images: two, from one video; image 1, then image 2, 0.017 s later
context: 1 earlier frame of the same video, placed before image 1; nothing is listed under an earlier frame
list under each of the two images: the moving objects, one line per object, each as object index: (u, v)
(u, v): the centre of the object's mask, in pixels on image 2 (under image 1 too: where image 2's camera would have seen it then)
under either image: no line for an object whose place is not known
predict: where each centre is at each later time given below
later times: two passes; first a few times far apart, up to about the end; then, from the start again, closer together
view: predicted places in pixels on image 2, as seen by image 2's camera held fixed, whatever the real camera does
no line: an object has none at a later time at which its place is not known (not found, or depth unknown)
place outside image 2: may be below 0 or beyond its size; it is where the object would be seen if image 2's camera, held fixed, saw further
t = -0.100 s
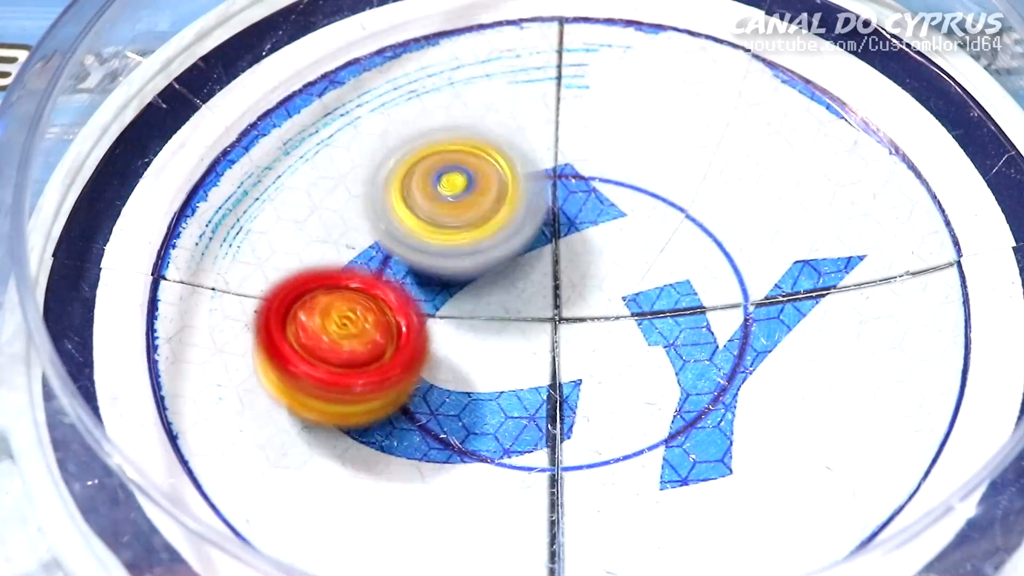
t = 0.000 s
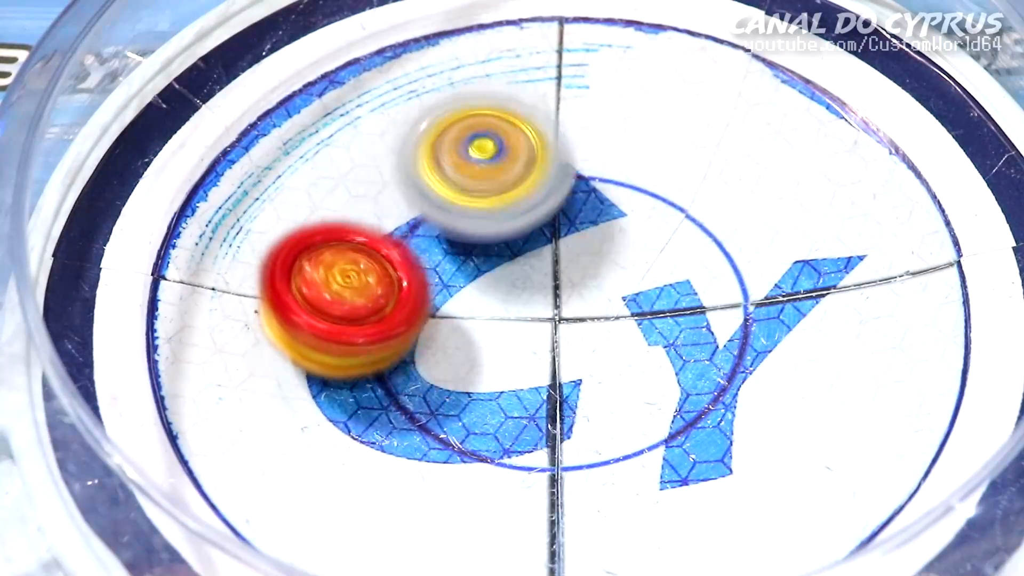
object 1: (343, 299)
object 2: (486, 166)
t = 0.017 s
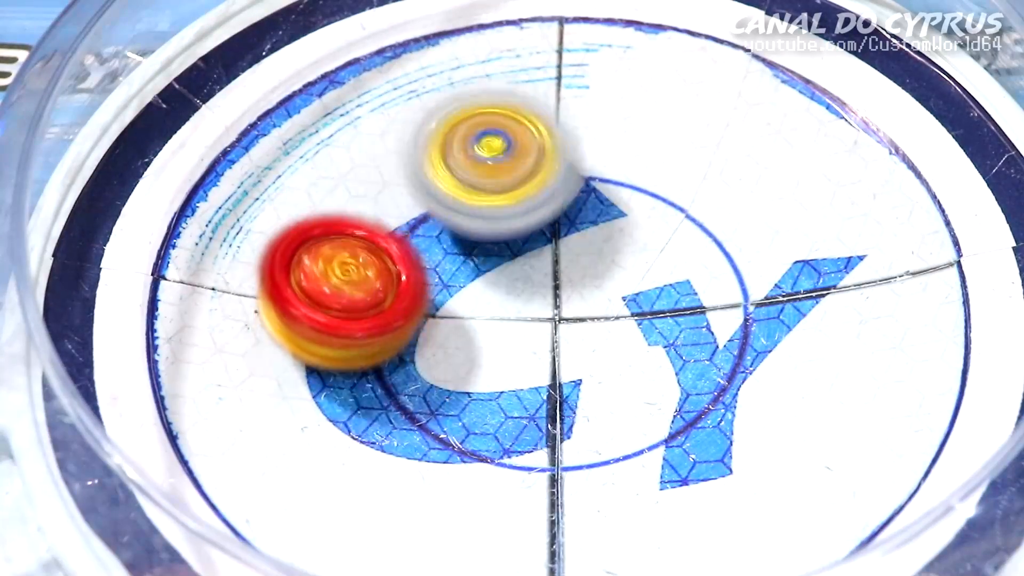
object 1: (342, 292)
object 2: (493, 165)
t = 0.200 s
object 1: (318, 229)
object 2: (588, 197)
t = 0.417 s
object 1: (327, 219)
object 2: (581, 320)
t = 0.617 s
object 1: (401, 179)
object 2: (479, 367)
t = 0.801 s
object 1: (456, 170)
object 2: (409, 322)
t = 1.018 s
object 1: (549, 126)
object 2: (446, 272)
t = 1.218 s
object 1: (622, 97)
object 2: (578, 298)
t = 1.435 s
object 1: (628, 113)
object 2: (629, 368)
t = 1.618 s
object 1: (673, 157)
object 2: (585, 373)
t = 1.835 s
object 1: (736, 210)
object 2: (568, 277)
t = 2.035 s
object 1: (771, 244)
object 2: (585, 217)
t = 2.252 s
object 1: (762, 282)
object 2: (578, 166)
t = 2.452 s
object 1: (703, 314)
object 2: (576, 198)
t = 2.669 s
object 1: (648, 411)
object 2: (483, 218)
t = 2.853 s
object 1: (620, 460)
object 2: (436, 219)
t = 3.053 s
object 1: (586, 458)
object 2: (458, 243)
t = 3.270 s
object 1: (536, 529)
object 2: (473, 175)
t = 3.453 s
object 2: (533, 105)
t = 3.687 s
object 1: (546, 415)
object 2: (633, 114)
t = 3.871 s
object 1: (470, 360)
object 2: (627, 229)
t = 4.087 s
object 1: (342, 316)
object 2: (612, 326)
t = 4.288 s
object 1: (345, 307)
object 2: (569, 395)
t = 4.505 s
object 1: (376, 241)
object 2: (632, 422)
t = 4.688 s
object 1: (429, 199)
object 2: (675, 404)
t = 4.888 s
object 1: (498, 165)
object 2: (666, 329)
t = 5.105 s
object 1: (560, 133)
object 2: (662, 286)
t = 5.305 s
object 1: (616, 142)
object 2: (635, 293)
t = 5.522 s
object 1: (679, 170)
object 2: (537, 287)
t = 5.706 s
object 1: (707, 215)
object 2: (482, 256)
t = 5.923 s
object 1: (706, 284)
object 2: (477, 219)
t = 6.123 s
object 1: (669, 346)
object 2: (525, 242)
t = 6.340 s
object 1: (624, 406)
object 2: (516, 267)
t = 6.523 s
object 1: (565, 426)
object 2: (506, 268)
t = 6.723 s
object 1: (493, 424)
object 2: (520, 236)
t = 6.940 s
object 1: (435, 376)
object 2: (545, 242)
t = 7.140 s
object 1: (367, 317)
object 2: (643, 233)
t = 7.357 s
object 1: (390, 256)
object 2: (713, 241)
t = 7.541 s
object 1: (437, 213)
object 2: (683, 269)
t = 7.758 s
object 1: (481, 155)
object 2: (614, 306)
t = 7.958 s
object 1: (530, 163)
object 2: (568, 365)
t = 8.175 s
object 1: (611, 200)
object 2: (509, 354)
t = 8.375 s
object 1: (678, 250)
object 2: (490, 292)
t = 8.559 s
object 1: (702, 305)
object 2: (518, 239)
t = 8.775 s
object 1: (673, 352)
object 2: (567, 207)
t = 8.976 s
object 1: (610, 385)
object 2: (600, 219)
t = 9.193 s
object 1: (507, 392)
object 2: (626, 248)
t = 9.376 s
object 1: (438, 364)
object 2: (607, 268)
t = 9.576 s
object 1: (367, 314)
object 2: (611, 252)
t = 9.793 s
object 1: (379, 258)
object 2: (642, 240)
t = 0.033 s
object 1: (340, 284)
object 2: (502, 161)
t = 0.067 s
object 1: (337, 270)
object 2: (521, 160)
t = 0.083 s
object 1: (334, 264)
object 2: (531, 160)
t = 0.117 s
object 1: (330, 253)
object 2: (551, 166)
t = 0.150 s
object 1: (325, 243)
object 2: (567, 175)
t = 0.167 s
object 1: (322, 237)
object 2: (575, 181)
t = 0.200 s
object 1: (318, 229)
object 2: (588, 197)
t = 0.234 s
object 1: (315, 225)
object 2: (598, 215)
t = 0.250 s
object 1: (315, 224)
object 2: (600, 224)
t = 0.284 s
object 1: (316, 223)
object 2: (605, 243)
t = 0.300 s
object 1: (317, 223)
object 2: (604, 253)
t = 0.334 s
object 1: (318, 222)
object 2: (602, 277)
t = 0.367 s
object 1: (320, 222)
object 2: (597, 296)
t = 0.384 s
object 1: (322, 222)
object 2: (593, 304)
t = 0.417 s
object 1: (327, 219)
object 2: (581, 320)
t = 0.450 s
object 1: (335, 214)
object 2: (567, 335)
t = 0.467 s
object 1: (341, 211)
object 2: (561, 342)
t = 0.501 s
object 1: (352, 205)
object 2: (546, 350)
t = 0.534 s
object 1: (364, 199)
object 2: (525, 356)
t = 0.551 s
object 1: (372, 195)
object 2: (513, 360)
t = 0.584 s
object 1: (387, 187)
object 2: (496, 364)
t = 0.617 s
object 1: (401, 179)
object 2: (479, 367)
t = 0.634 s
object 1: (408, 177)
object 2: (469, 367)
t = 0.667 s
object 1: (419, 173)
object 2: (456, 362)
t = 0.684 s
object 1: (424, 172)
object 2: (450, 359)
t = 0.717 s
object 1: (435, 172)
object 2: (429, 353)
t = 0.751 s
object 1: (444, 172)
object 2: (418, 342)
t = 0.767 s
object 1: (448, 172)
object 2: (413, 336)
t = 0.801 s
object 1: (456, 170)
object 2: (409, 322)
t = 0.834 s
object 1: (464, 165)
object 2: (408, 308)
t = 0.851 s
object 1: (469, 161)
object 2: (408, 298)
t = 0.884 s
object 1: (486, 151)
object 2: (408, 292)
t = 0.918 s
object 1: (505, 143)
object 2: (410, 286)
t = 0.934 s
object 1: (513, 140)
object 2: (413, 284)
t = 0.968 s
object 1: (527, 134)
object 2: (425, 276)
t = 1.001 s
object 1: (541, 129)
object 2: (439, 273)
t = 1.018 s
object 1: (549, 126)
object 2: (446, 272)
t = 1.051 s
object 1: (565, 122)
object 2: (466, 271)
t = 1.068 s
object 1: (574, 121)
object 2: (478, 272)
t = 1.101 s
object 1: (591, 117)
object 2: (499, 273)
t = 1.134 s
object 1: (604, 111)
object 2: (526, 280)
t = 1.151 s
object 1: (610, 108)
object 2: (536, 284)
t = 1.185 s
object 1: (616, 103)
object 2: (558, 291)
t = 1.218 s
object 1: (622, 97)
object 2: (578, 298)
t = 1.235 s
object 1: (625, 94)
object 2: (587, 302)
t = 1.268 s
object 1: (630, 89)
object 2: (600, 310)
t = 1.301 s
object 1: (632, 89)
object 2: (610, 322)
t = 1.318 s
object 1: (632, 90)
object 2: (616, 329)
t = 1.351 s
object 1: (631, 95)
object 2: (624, 341)
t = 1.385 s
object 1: (630, 103)
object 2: (629, 354)
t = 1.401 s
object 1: (629, 107)
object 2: (629, 359)
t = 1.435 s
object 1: (628, 113)
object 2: (629, 368)
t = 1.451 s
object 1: (628, 117)
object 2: (629, 372)
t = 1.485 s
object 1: (634, 125)
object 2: (623, 378)
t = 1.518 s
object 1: (646, 135)
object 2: (616, 382)
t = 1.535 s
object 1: (652, 139)
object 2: (609, 383)
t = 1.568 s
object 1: (662, 147)
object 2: (599, 381)
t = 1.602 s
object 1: (669, 154)
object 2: (588, 377)
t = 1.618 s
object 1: (673, 157)
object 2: (585, 373)
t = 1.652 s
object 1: (684, 163)
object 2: (576, 364)
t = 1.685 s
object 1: (695, 171)
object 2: (567, 350)
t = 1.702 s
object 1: (702, 176)
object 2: (563, 341)
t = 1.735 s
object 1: (714, 187)
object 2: (559, 324)
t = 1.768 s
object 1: (723, 196)
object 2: (561, 307)
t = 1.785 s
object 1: (726, 201)
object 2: (563, 299)
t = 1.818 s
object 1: (732, 208)
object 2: (568, 283)
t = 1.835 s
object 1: (736, 210)
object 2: (568, 277)
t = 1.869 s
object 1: (748, 214)
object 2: (566, 266)
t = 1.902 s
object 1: (760, 220)
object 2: (566, 253)
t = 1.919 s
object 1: (765, 224)
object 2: (567, 249)
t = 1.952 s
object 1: (771, 232)
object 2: (570, 239)
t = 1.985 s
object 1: (773, 238)
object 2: (576, 230)
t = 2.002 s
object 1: (773, 240)
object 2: (579, 224)
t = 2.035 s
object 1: (771, 244)
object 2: (585, 217)
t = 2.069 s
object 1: (775, 250)
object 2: (587, 208)
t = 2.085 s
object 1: (778, 256)
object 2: (584, 203)
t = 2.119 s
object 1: (780, 268)
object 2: (580, 191)
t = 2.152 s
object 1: (777, 277)
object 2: (576, 182)
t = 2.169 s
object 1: (775, 279)
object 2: (577, 179)
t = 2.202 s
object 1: (769, 281)
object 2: (577, 172)
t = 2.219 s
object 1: (767, 282)
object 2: (577, 170)
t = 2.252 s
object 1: (762, 282)
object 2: (578, 166)
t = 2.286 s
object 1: (755, 284)
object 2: (581, 164)
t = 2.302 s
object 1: (752, 285)
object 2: (584, 165)
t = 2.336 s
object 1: (745, 289)
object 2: (589, 170)
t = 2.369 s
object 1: (735, 294)
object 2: (588, 177)
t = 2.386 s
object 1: (729, 298)
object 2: (585, 181)
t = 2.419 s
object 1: (716, 306)
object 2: (582, 188)
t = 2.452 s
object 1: (703, 314)
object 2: (576, 198)
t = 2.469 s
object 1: (695, 319)
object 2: (574, 203)
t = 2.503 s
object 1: (688, 333)
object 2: (563, 209)
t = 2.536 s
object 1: (682, 359)
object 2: (546, 209)
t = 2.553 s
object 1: (674, 371)
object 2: (538, 208)
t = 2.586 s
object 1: (662, 388)
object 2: (522, 210)
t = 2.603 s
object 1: (658, 393)
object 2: (514, 213)
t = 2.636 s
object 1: (651, 403)
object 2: (498, 215)
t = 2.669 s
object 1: (648, 411)
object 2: (483, 218)
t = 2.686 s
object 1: (646, 418)
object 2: (478, 218)
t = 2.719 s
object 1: (639, 430)
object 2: (467, 220)
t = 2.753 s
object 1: (632, 442)
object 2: (455, 222)
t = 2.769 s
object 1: (629, 446)
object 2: (449, 221)
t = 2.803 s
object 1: (625, 453)
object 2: (441, 220)
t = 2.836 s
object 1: (621, 458)
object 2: (434, 219)
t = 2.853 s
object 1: (620, 460)
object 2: (436, 219)
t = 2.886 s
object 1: (617, 464)
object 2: (434, 218)
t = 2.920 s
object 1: (612, 467)
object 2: (436, 220)
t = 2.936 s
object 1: (610, 467)
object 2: (438, 221)
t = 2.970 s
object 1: (604, 466)
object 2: (445, 226)
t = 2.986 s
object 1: (601, 465)
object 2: (447, 228)
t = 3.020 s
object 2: (452, 234)
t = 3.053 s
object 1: (586, 458)
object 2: (458, 243)
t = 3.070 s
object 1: (581, 456)
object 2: (463, 249)
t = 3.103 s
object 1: (573, 452)
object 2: (469, 261)
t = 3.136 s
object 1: (562, 445)
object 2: (473, 270)
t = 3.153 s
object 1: (553, 441)
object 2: (478, 277)
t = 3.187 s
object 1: (542, 458)
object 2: (478, 278)
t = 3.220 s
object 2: (470, 226)
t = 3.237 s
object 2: (469, 205)
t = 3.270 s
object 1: (536, 529)
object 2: (473, 175)
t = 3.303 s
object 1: (540, 533)
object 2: (476, 153)
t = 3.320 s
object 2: (476, 145)
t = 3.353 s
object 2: (486, 133)
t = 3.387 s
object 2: (500, 122)
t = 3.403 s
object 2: (510, 119)
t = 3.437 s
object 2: (524, 110)
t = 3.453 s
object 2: (533, 105)
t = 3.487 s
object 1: (591, 500)
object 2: (547, 97)
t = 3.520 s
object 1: (589, 488)
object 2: (563, 89)
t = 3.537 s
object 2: (568, 85)
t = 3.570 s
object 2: (581, 80)
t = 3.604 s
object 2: (598, 83)
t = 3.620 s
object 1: (570, 446)
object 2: (604, 88)
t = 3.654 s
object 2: (620, 99)
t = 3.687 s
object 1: (546, 415)
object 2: (633, 114)
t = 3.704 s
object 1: (539, 409)
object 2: (637, 124)
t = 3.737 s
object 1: (526, 397)
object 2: (640, 139)
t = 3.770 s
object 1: (513, 388)
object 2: (639, 162)
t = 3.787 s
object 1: (507, 384)
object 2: (644, 173)
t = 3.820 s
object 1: (495, 376)
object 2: (637, 197)
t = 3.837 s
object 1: (487, 372)
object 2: (634, 207)
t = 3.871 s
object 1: (470, 360)
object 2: (627, 229)
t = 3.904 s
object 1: (452, 345)
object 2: (618, 252)
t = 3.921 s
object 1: (445, 336)
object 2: (612, 265)
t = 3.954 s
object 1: (403, 330)
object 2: (617, 278)
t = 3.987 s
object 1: (371, 324)
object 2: (624, 286)
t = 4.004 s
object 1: (361, 322)
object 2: (625, 291)
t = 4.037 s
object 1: (347, 317)
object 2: (622, 304)
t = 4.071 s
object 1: (342, 316)
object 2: (614, 318)
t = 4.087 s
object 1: (342, 316)
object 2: (612, 326)
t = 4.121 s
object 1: (344, 319)
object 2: (602, 339)
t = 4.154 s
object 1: (347, 321)
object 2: (588, 351)
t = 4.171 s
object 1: (349, 323)
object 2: (581, 356)
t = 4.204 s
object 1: (354, 324)
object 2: (562, 365)
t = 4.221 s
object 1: (357, 324)
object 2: (557, 369)
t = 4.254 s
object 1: (358, 323)
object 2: (546, 373)
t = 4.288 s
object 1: (345, 307)
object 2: (569, 395)
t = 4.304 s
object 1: (343, 300)
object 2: (576, 400)
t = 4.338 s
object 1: (346, 289)
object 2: (586, 407)
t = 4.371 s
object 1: (350, 279)
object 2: (595, 411)
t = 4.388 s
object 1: (352, 274)
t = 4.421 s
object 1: (357, 264)
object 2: (609, 416)
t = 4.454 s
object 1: (365, 254)
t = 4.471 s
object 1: (369, 249)
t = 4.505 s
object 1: (376, 241)
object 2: (632, 422)
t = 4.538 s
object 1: (383, 232)
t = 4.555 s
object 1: (388, 228)
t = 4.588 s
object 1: (397, 220)
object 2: (657, 420)
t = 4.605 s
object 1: (402, 216)
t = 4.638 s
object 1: (412, 209)
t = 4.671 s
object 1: (423, 202)
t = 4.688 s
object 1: (429, 199)
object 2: (675, 404)
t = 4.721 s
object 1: (442, 192)
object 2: (678, 396)
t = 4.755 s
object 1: (453, 185)
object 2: (678, 385)
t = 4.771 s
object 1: (459, 182)
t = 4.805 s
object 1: (472, 177)
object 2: (674, 366)
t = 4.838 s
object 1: (483, 171)
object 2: (670, 352)
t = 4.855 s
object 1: (488, 169)
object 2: (669, 344)
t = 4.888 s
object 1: (498, 165)
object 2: (666, 329)
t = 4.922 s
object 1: (508, 163)
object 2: (661, 313)
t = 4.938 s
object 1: (514, 162)
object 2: (661, 305)
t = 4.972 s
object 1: (524, 161)
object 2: (653, 291)
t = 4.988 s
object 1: (530, 160)
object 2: (653, 285)
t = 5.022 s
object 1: (540, 155)
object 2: (648, 268)
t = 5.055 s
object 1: (548, 145)
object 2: (655, 276)
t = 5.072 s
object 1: (552, 139)
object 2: (657, 282)
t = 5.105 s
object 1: (560, 133)
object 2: (662, 286)
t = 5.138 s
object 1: (570, 133)
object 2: (666, 291)
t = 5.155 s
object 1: (575, 132)
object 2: (669, 294)
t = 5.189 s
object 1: (584, 134)
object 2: (665, 294)
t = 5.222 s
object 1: (594, 136)
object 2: (656, 292)
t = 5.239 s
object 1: (598, 138)
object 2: (655, 293)
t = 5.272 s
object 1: (607, 139)
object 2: (647, 293)
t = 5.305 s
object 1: (616, 142)
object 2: (635, 293)
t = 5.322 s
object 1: (621, 142)
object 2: (630, 292)
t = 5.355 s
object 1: (631, 143)
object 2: (619, 289)
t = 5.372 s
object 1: (637, 145)
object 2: (609, 293)
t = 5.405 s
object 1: (650, 150)
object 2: (594, 293)
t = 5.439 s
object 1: (659, 156)
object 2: (579, 294)
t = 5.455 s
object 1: (664, 158)
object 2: (570, 292)
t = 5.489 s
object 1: (671, 164)
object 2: (555, 288)
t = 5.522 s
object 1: (679, 170)
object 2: (537, 287)
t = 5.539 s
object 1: (683, 172)
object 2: (533, 283)
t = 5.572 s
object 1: (689, 180)
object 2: (521, 279)
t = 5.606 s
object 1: (694, 188)
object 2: (514, 275)
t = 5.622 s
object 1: (697, 193)
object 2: (510, 271)
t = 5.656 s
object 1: (702, 201)
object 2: (493, 265)
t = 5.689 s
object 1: (705, 210)
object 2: (487, 257)
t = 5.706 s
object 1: (707, 215)
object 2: (482, 256)
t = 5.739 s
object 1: (709, 226)
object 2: (476, 249)
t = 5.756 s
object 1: (710, 231)
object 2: (475, 246)
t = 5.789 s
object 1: (711, 240)
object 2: (468, 238)
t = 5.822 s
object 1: (712, 251)
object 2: (471, 231)
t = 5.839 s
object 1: (712, 256)
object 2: (469, 229)
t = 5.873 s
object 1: (710, 268)
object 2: (472, 223)
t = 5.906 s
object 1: (708, 278)
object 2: (477, 221)
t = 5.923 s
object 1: (706, 284)
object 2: (477, 219)
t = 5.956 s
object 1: (703, 294)
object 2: (487, 218)
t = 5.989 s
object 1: (696, 305)
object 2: (493, 222)
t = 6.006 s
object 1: (694, 310)
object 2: (498, 221)
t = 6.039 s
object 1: (687, 319)
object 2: (509, 225)
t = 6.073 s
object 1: (680, 329)
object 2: (514, 230)
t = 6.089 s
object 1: (676, 334)
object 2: (519, 234)
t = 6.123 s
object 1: (669, 346)
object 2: (525, 242)
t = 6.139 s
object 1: (667, 352)
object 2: (526, 244)
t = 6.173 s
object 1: (664, 366)
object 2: (526, 248)
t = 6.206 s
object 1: (657, 377)
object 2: (522, 249)
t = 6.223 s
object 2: (523, 252)
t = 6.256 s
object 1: (647, 390)
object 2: (520, 255)
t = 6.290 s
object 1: (639, 397)
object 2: (518, 258)
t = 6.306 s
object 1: (635, 399)
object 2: (521, 260)
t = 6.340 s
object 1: (624, 406)
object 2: (516, 267)
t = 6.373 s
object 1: (614, 411)
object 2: (518, 267)
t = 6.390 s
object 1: (609, 413)
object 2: (516, 271)
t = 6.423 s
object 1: (600, 416)
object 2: (514, 269)
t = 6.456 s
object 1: (588, 418)
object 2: (510, 272)
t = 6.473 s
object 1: (583, 419)
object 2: (508, 270)
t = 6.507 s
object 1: (570, 422)
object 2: (506, 271)
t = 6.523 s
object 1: (565, 426)
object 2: (506, 268)
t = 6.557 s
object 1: (551, 433)
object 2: (505, 262)
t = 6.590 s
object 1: (538, 435)
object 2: (505, 254)
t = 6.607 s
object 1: (532, 435)
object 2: (507, 252)
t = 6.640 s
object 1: (520, 433)
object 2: (510, 246)
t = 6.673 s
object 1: (509, 430)
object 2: (513, 242)
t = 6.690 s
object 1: (503, 428)
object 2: (515, 239)
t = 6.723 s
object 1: (493, 424)
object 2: (520, 236)
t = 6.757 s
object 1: (482, 418)
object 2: (525, 236)
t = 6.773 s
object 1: (478, 416)
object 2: (524, 234)
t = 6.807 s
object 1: (469, 409)
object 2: (531, 236)
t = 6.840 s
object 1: (460, 402)
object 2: (532, 235)
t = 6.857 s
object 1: (455, 398)
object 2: (536, 236)
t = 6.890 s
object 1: (446, 390)
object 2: (538, 238)
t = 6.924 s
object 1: (437, 381)
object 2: (541, 240)
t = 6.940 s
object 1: (435, 376)
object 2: (545, 242)
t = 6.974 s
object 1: (428, 367)
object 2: (548, 245)
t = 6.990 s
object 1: (427, 361)
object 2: (551, 246)
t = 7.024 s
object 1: (405, 358)
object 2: (569, 244)
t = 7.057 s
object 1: (385, 347)
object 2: (598, 241)
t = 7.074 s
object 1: (377, 342)
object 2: (608, 237)
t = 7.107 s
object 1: (368, 328)
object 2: (629, 235)
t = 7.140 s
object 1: (367, 317)
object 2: (643, 233)
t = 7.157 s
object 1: (367, 312)
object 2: (651, 231)
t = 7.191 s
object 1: (368, 301)
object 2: (665, 234)
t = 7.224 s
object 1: (372, 292)
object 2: (678, 231)
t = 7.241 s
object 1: (374, 287)
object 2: (684, 233)
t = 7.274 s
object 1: (378, 277)
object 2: (695, 234)
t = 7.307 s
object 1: (383, 269)
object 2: (705, 235)
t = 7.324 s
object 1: (384, 264)
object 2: (706, 239)
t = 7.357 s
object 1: (390, 256)
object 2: (713, 241)
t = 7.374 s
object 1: (393, 251)
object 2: (711, 243)
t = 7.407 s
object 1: (400, 243)
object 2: (714, 247)
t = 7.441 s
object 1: (407, 236)
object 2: (707, 255)
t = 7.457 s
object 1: (412, 231)
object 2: (710, 253)
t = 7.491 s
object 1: (421, 223)
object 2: (700, 265)
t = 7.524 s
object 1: (430, 217)
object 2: (691, 265)
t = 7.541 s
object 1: (437, 213)
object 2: (683, 269)
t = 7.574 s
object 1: (447, 207)
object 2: (671, 271)
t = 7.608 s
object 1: (457, 200)
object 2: (652, 271)
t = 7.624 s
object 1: (464, 197)
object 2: (640, 271)
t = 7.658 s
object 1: (473, 190)
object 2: (617, 273)
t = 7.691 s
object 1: (478, 180)
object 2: (605, 277)
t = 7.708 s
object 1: (478, 173)
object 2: (608, 283)
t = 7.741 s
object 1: (478, 158)
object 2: (611, 297)
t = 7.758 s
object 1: (481, 155)
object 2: (614, 306)
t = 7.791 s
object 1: (486, 151)
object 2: (611, 319)
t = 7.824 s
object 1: (493, 150)
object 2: (607, 331)
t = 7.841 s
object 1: (498, 151)
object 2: (606, 335)
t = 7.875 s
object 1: (505, 153)
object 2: (595, 345)
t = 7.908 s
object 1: (515, 156)
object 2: (585, 354)
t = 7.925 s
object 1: (520, 158)
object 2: (584, 357)
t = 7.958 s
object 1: (530, 163)
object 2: (568, 365)
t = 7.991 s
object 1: (541, 166)
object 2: (559, 365)
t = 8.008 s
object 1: (547, 169)
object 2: (553, 367)
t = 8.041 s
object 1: (558, 174)
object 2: (545, 368)
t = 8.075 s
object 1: (573, 179)
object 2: (538, 369)
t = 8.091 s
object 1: (579, 183)
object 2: (531, 366)
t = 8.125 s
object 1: (592, 190)
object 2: (518, 365)
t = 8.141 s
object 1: (599, 193)
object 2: (518, 359)
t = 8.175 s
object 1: (611, 200)
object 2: (509, 354)
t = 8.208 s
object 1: (623, 207)
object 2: (500, 348)
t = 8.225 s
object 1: (628, 211)
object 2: (496, 343)
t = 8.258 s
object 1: (641, 219)
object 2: (493, 333)
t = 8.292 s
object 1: (652, 227)
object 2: (490, 321)
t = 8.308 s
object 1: (658, 232)
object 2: (491, 317)
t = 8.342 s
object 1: (668, 241)
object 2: (487, 304)
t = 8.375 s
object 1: (678, 250)
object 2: (490, 292)
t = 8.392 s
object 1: (682, 256)
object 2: (490, 289)
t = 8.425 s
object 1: (688, 265)
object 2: (495, 274)
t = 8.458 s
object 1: (694, 275)
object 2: (499, 264)
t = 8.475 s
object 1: (696, 281)
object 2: (504, 261)
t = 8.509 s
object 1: (700, 291)
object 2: (510, 251)
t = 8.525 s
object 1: (701, 296)
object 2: (513, 249)
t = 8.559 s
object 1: (702, 305)
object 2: (518, 239)
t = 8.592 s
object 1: (701, 314)
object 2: (528, 233)
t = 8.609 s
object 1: (700, 318)
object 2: (528, 229)
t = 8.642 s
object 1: (697, 325)
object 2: (540, 225)
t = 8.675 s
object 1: (693, 332)
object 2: (545, 219)
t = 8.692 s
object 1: (690, 335)
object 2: (548, 215)
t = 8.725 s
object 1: (684, 342)
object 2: (553, 214)
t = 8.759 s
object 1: (677, 348)
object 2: (564, 212)
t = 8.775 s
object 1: (673, 352)
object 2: (567, 207)
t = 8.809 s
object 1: (665, 358)
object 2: (573, 205)
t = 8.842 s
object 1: (657, 364)
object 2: (581, 203)
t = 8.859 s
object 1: (652, 368)
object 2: (583, 207)
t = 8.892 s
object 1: (639, 374)
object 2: (593, 208)
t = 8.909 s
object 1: (635, 376)
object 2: (593, 211)
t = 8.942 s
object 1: (624, 381)
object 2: (604, 217)
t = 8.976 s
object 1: (610, 385)
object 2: (600, 219)
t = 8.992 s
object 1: (604, 386)
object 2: (605, 223)
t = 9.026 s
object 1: (592, 388)
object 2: (605, 226)
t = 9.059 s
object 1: (577, 390)
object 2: (611, 235)
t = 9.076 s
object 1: (570, 390)
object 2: (613, 236)
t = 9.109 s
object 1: (554, 390)
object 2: (612, 244)
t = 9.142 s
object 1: (534, 394)
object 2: (615, 247)
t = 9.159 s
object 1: (524, 394)
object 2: (617, 249)
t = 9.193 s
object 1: (507, 392)
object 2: (626, 248)
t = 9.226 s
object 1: (492, 389)
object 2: (625, 250)
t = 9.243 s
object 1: (484, 386)
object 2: (626, 252)
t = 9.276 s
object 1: (472, 382)
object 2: (619, 257)
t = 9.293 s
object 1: (465, 380)
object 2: (617, 259)
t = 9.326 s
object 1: (454, 374)
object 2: (612, 261)
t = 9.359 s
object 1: (442, 367)
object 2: (607, 269)
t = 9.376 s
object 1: (438, 364)
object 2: (607, 268)
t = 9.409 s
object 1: (429, 356)
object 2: (597, 273)
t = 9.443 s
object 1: (420, 347)
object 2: (589, 273)
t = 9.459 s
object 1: (417, 343)
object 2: (581, 272)
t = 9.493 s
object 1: (396, 337)
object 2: (588, 266)
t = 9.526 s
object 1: (379, 330)
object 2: (597, 260)
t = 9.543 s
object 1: (373, 324)
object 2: (601, 256)
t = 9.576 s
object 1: (367, 314)
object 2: (611, 252)
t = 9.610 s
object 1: (365, 305)
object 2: (620, 250)
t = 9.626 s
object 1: (364, 300)
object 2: (624, 249)
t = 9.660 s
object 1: (364, 291)
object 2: (628, 248)
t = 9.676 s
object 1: (365, 287)
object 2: (630, 248)
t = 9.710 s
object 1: (368, 279)
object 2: (634, 245)
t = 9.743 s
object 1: (371, 271)
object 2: (641, 245)
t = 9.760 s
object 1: (373, 266)
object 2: (644, 241)
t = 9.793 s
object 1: (379, 258)
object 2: (642, 240)
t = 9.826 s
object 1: (386, 250)
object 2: (642, 240)
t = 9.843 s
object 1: (389, 246)
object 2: (638, 242)
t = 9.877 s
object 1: (398, 238)
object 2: (639, 244)
